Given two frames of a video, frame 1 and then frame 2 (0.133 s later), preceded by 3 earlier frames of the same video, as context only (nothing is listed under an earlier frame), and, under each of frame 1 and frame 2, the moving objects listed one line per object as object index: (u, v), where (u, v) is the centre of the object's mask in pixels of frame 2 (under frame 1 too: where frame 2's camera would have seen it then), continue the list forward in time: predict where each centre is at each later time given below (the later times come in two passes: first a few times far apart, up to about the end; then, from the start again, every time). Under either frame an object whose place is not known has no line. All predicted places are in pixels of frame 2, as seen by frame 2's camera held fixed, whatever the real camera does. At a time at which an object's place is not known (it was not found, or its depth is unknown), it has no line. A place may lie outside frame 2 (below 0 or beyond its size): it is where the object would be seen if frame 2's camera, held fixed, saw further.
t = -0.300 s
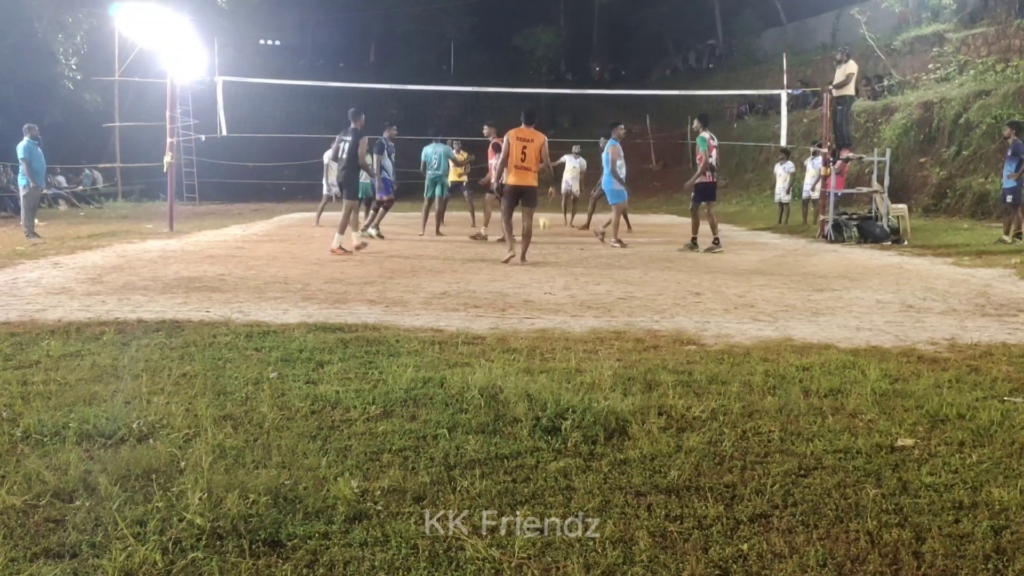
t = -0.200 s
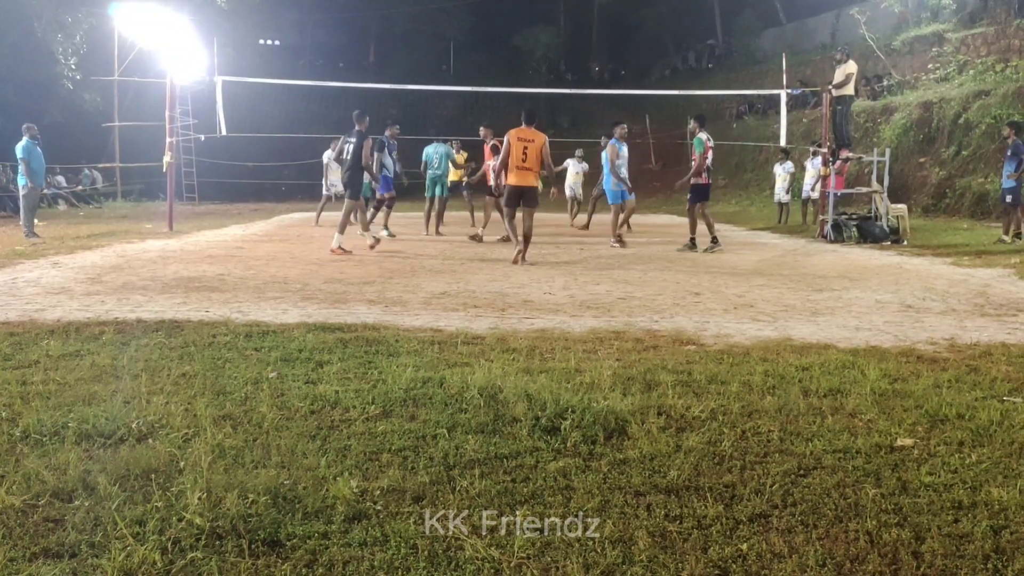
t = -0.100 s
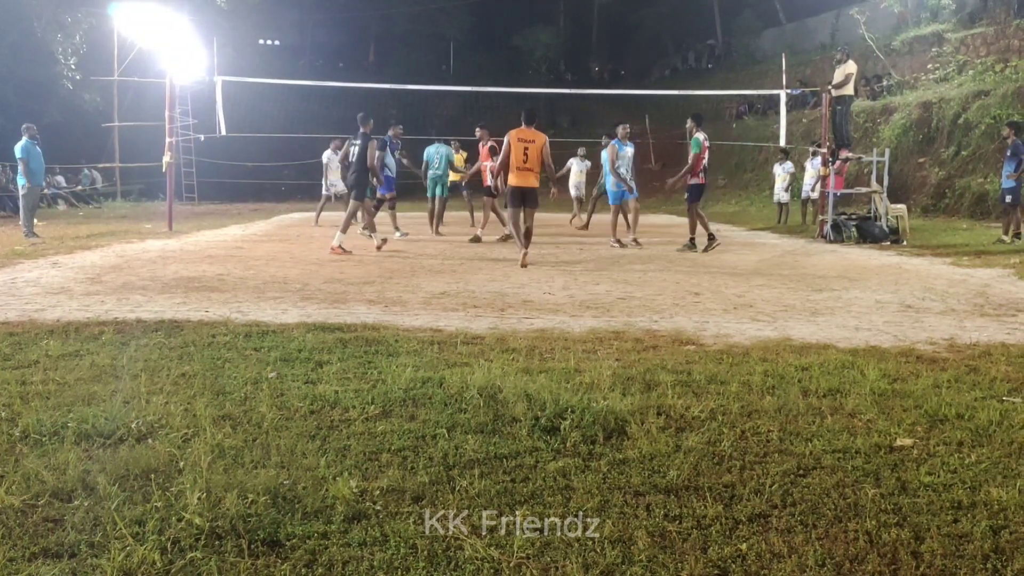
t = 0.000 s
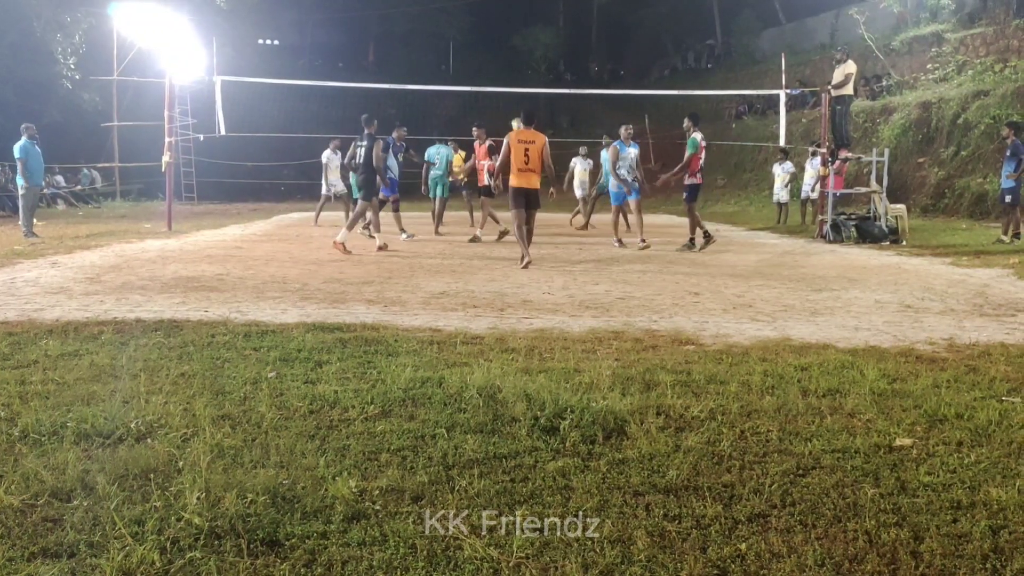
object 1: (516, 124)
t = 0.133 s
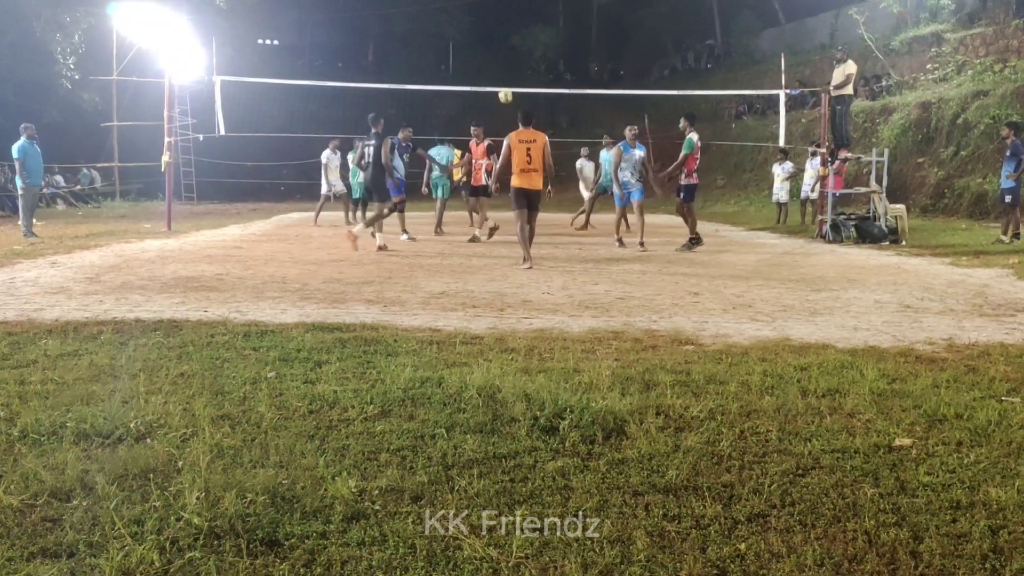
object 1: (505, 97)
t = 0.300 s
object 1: (495, 81)
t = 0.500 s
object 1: (483, 84)
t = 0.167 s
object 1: (503, 91)
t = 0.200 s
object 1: (501, 88)
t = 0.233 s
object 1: (499, 83)
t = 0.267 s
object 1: (497, 82)
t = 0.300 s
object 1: (495, 81)
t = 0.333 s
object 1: (493, 81)
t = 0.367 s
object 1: (491, 80)
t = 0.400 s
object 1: (489, 81)
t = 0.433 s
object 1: (487, 81)
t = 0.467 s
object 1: (485, 82)
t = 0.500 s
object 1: (483, 84)
